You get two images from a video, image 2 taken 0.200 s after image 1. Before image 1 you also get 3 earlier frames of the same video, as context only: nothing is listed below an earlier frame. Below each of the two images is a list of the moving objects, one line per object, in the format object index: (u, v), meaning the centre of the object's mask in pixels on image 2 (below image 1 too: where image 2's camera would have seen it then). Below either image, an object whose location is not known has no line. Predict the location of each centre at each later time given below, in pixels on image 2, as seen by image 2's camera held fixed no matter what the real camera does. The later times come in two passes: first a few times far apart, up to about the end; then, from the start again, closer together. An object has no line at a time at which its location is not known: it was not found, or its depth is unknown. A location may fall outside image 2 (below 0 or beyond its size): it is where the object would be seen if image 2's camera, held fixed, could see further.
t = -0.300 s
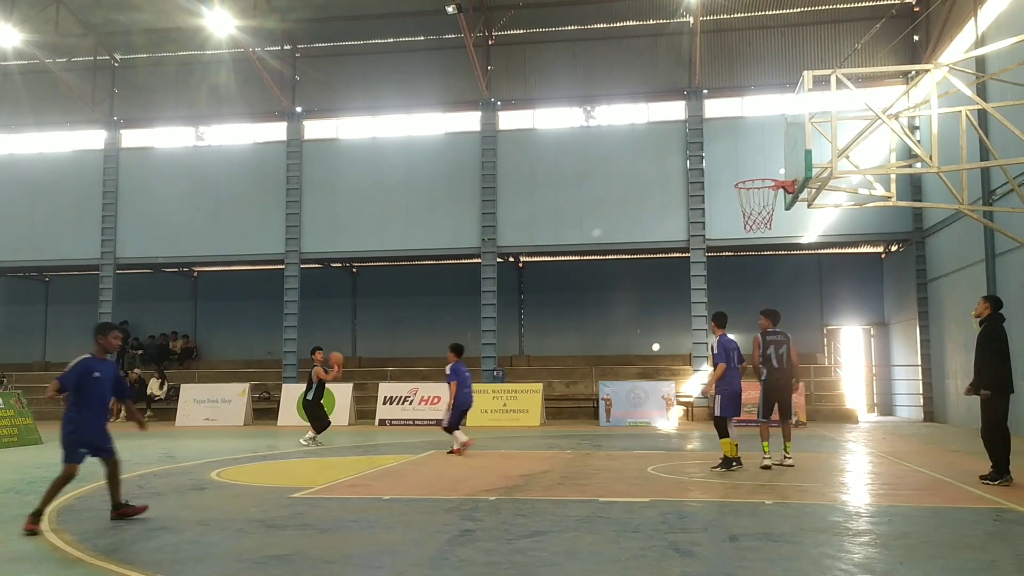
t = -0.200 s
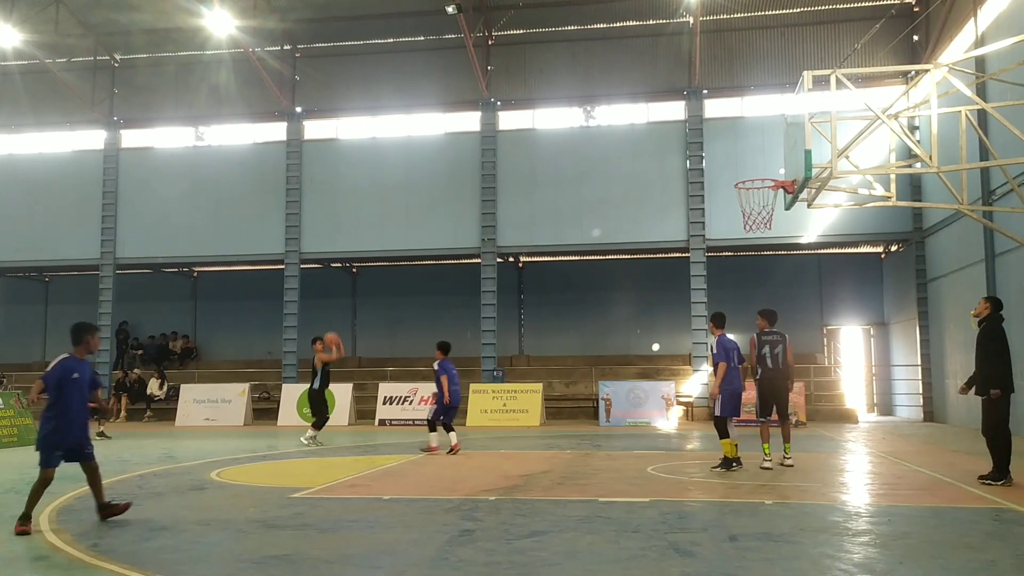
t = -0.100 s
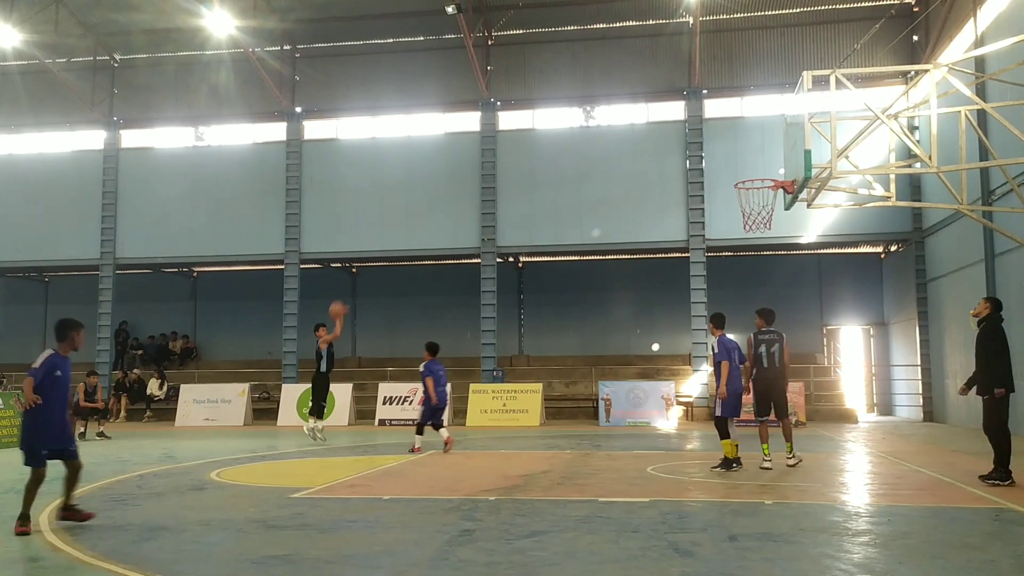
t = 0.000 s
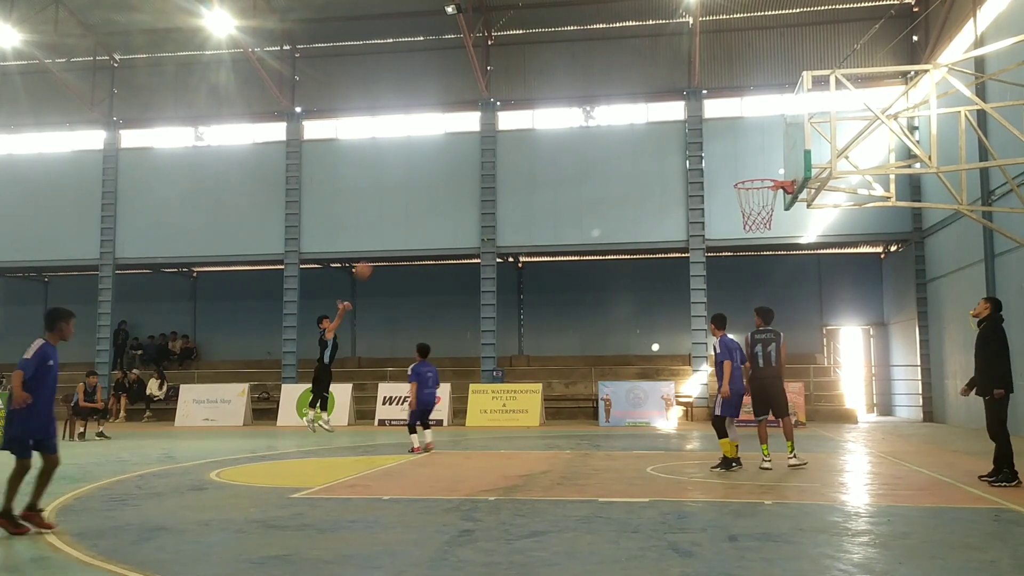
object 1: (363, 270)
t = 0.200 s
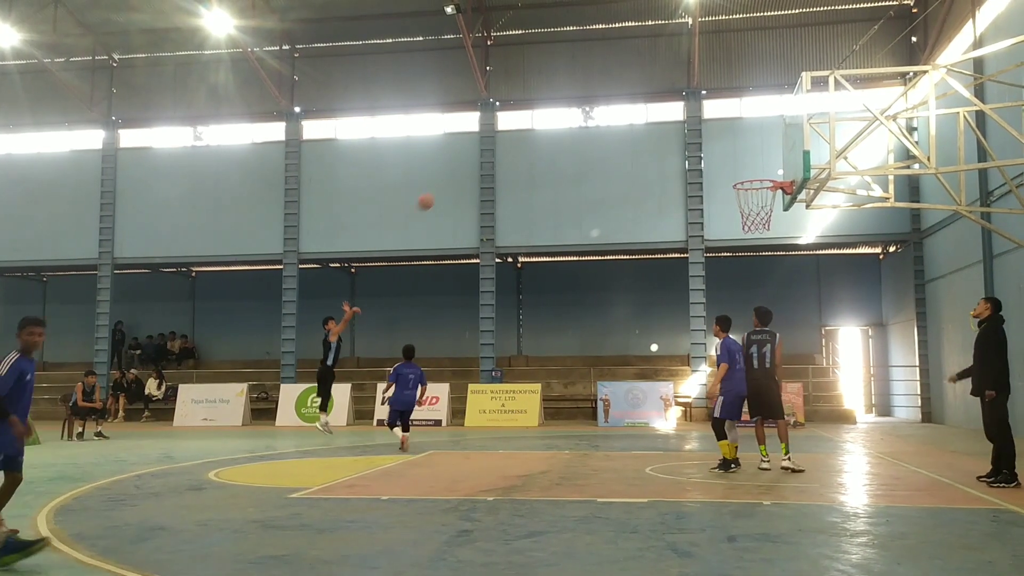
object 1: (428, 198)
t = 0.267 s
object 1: (450, 180)
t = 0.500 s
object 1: (532, 136)
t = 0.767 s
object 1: (639, 131)
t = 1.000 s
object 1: (749, 173)
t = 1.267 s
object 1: (738, 207)
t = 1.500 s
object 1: (727, 231)
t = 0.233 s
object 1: (438, 189)
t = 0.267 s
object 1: (450, 180)
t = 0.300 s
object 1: (461, 172)
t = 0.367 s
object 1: (483, 157)
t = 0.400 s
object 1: (495, 150)
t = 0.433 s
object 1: (507, 145)
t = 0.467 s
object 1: (519, 141)
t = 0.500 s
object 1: (532, 136)
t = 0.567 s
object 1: (558, 132)
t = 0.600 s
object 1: (571, 130)
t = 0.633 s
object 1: (584, 129)
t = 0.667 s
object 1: (597, 129)
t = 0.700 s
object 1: (611, 130)
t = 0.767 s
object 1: (639, 131)
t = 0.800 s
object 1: (655, 132)
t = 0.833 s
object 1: (670, 136)
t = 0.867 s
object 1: (685, 141)
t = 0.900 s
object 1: (701, 147)
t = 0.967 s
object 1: (732, 165)
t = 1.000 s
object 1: (749, 173)
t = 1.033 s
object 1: (764, 183)
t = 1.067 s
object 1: (765, 189)
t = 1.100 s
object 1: (763, 195)
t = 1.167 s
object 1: (752, 203)
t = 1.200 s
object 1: (747, 205)
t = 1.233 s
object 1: (743, 205)
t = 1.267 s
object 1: (738, 207)
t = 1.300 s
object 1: (735, 208)
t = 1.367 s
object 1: (731, 213)
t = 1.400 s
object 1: (729, 216)
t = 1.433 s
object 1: (729, 220)
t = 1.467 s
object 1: (728, 226)
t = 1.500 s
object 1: (727, 231)
